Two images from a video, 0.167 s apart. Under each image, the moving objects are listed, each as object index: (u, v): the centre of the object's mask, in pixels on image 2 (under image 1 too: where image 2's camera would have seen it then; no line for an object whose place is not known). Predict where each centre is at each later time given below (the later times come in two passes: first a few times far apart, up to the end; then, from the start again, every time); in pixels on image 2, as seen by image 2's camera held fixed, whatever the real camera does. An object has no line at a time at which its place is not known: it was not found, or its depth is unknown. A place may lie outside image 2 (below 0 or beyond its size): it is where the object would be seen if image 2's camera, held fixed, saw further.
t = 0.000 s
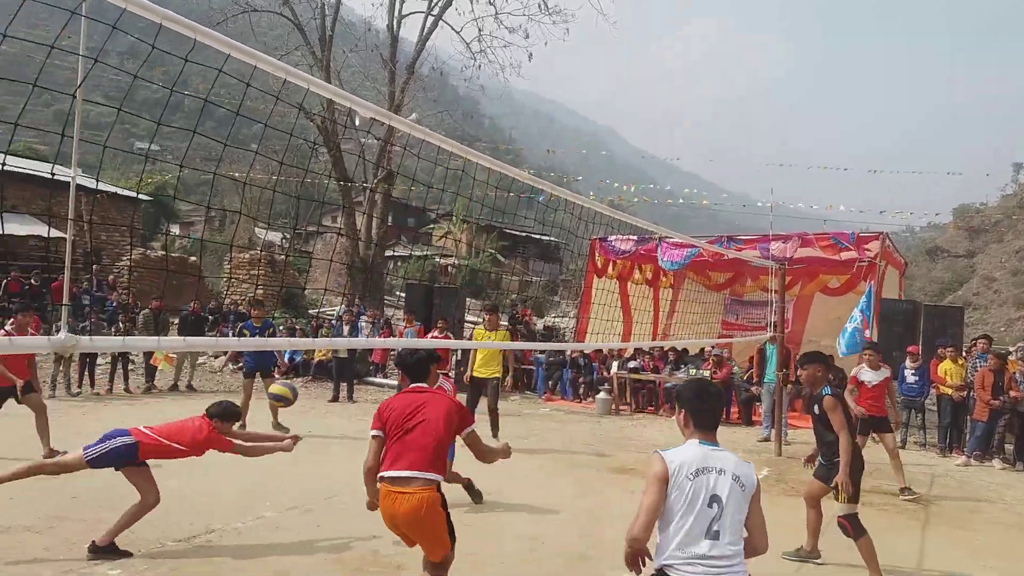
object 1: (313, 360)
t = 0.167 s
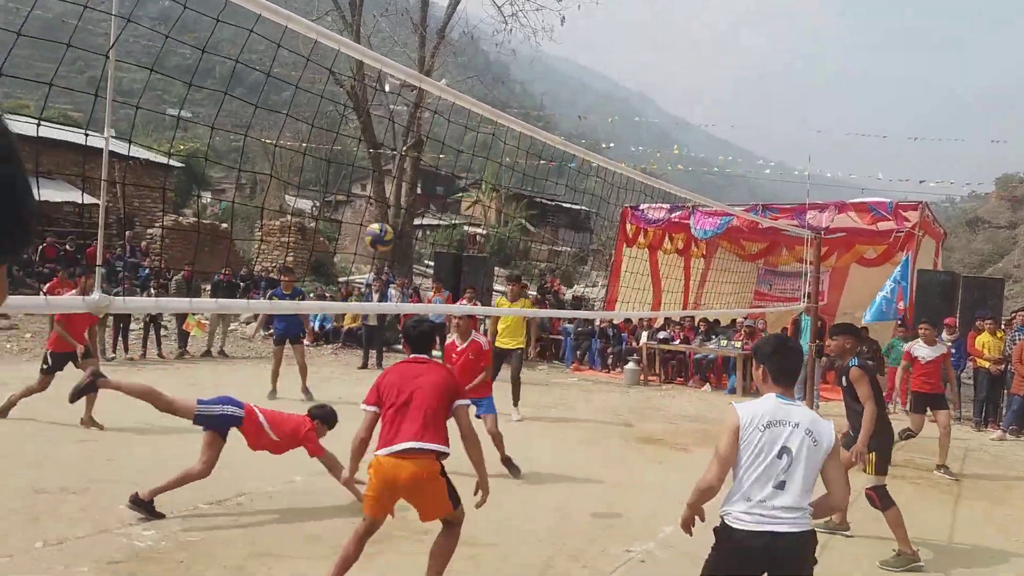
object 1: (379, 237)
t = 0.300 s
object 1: (430, 162)
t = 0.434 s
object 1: (479, 115)
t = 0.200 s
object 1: (392, 216)
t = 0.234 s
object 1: (405, 196)
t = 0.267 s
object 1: (418, 177)
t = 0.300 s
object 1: (430, 162)
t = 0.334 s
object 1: (443, 146)
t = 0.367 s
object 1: (456, 131)
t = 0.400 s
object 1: (468, 119)
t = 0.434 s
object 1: (479, 115)
